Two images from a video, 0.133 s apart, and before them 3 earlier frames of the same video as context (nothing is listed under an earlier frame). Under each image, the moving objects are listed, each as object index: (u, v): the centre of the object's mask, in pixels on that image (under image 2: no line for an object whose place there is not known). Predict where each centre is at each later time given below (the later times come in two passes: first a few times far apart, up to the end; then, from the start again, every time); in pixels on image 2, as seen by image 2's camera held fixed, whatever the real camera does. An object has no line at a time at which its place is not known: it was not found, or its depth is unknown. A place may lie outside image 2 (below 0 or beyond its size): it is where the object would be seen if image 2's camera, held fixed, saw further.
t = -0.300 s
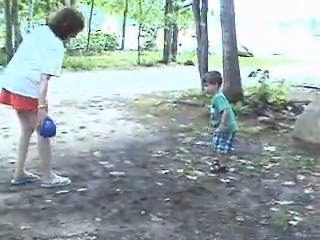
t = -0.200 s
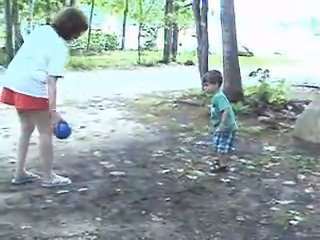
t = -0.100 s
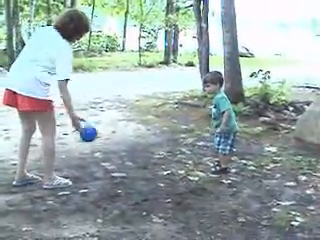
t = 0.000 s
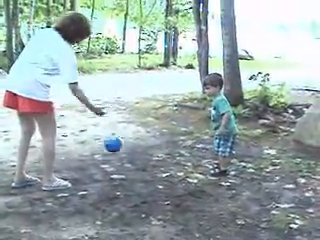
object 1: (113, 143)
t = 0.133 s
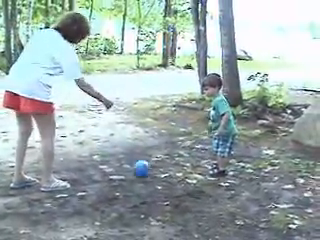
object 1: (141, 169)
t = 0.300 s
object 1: (163, 137)
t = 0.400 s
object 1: (174, 132)
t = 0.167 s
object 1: (145, 161)
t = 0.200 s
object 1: (150, 152)
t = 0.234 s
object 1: (154, 147)
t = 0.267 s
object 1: (159, 142)
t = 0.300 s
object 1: (163, 137)
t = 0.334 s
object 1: (167, 134)
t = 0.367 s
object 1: (171, 132)
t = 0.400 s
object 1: (174, 132)
